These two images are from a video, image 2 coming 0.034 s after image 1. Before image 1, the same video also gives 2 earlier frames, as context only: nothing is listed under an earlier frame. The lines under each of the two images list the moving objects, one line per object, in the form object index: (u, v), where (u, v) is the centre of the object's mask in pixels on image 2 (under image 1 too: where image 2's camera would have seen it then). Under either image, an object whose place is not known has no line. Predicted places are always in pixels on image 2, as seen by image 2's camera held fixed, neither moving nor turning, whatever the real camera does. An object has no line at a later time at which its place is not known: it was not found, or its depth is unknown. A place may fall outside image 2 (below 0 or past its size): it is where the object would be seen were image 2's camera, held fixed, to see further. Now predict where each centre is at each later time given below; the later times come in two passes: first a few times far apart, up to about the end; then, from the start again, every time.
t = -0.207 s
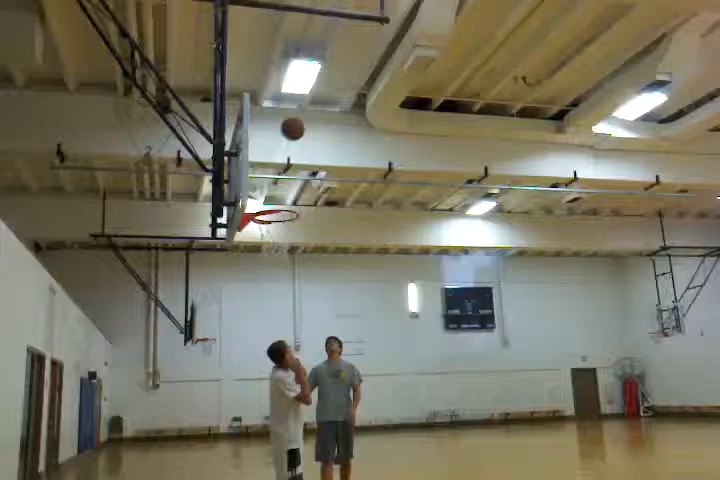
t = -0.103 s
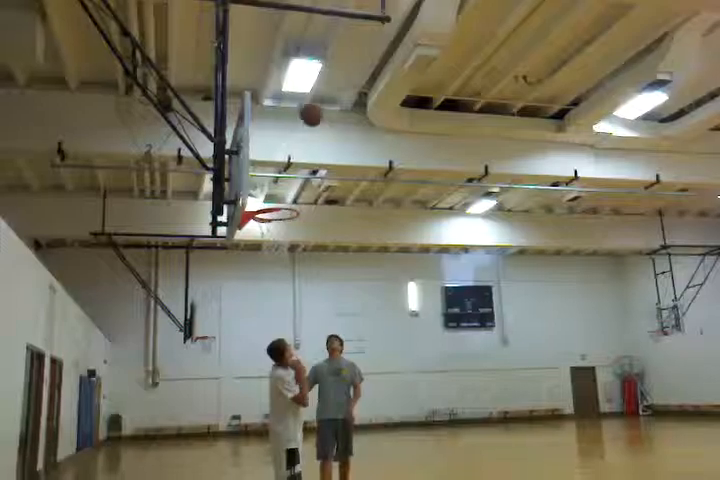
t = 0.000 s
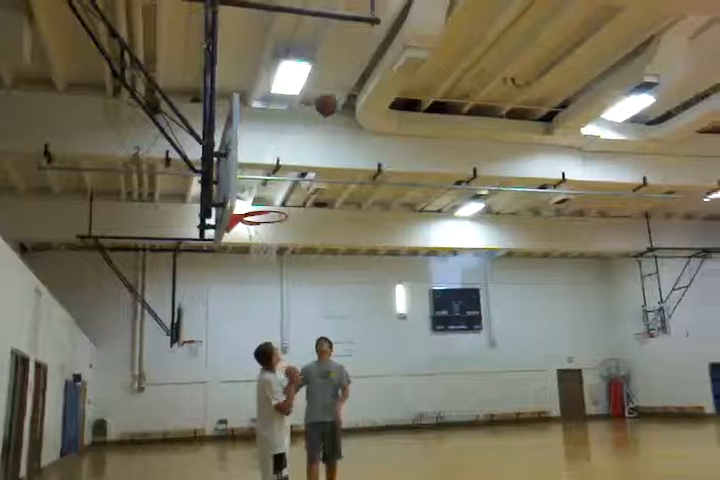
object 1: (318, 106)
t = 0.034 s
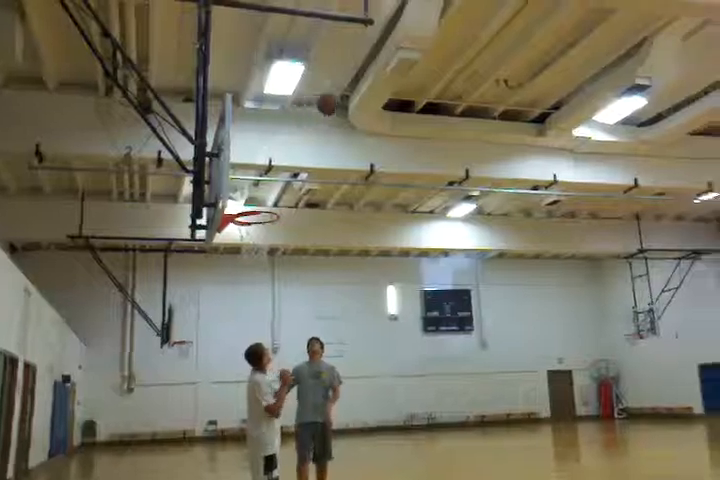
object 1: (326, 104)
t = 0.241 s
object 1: (379, 113)
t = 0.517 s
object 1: (442, 180)
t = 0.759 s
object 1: (507, 286)
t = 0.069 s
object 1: (336, 102)
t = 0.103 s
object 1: (345, 101)
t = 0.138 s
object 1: (351, 103)
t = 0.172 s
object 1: (362, 107)
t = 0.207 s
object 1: (371, 110)
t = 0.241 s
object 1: (379, 113)
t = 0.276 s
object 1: (386, 118)
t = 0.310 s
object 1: (393, 127)
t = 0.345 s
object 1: (401, 133)
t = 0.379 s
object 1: (408, 141)
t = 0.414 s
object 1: (416, 148)
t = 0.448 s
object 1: (424, 158)
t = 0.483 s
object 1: (434, 168)
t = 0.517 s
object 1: (442, 180)
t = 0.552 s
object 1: (450, 192)
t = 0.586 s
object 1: (460, 204)
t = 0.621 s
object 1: (471, 219)
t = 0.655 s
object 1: (479, 234)
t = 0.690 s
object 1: (488, 251)
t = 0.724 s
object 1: (497, 268)
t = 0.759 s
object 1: (507, 286)
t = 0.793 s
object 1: (516, 306)
